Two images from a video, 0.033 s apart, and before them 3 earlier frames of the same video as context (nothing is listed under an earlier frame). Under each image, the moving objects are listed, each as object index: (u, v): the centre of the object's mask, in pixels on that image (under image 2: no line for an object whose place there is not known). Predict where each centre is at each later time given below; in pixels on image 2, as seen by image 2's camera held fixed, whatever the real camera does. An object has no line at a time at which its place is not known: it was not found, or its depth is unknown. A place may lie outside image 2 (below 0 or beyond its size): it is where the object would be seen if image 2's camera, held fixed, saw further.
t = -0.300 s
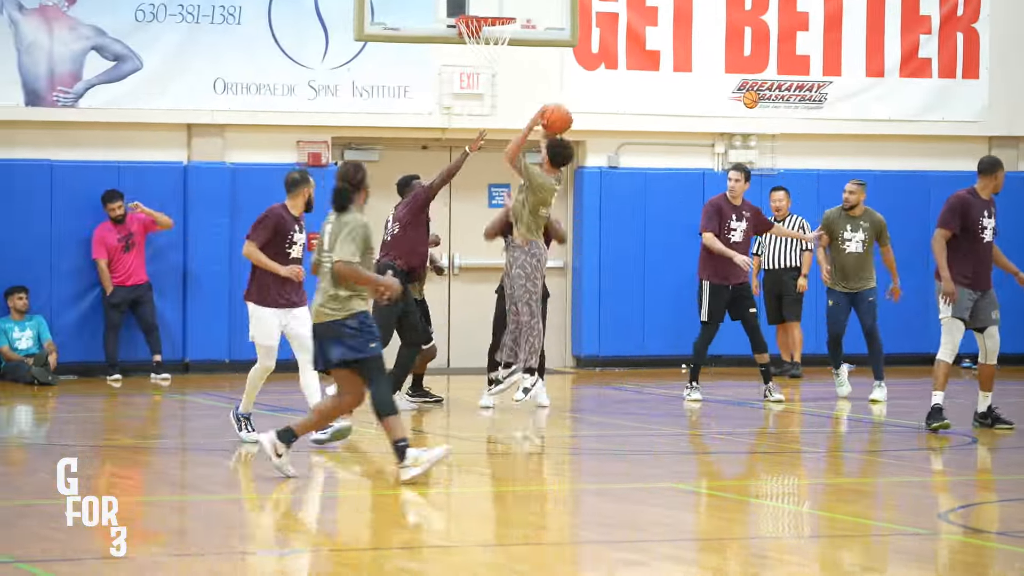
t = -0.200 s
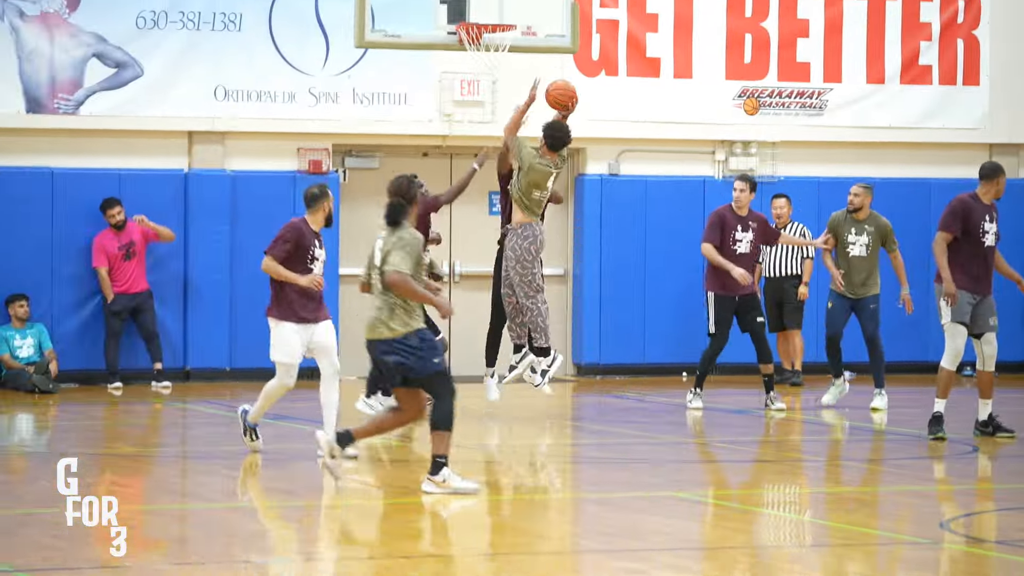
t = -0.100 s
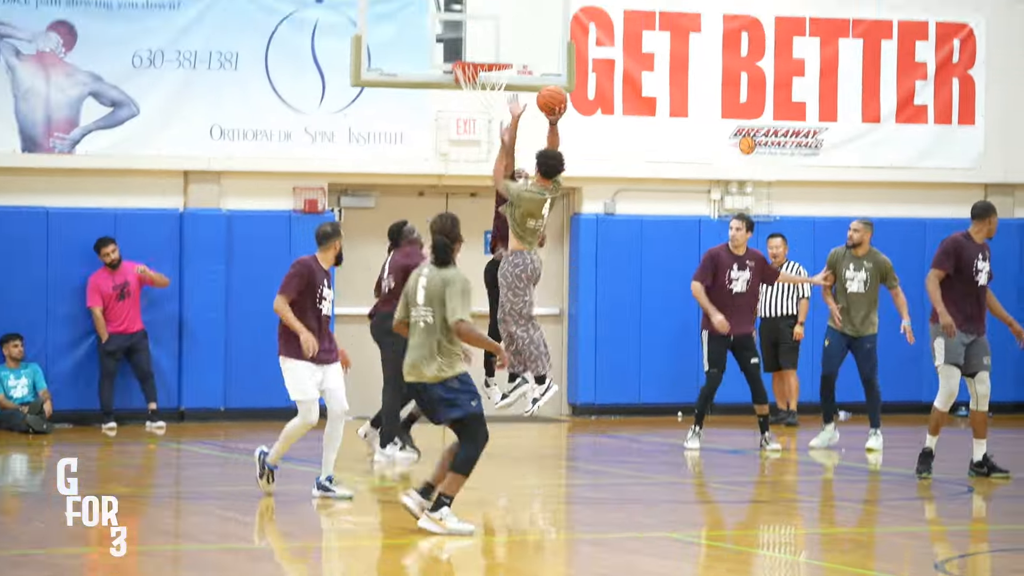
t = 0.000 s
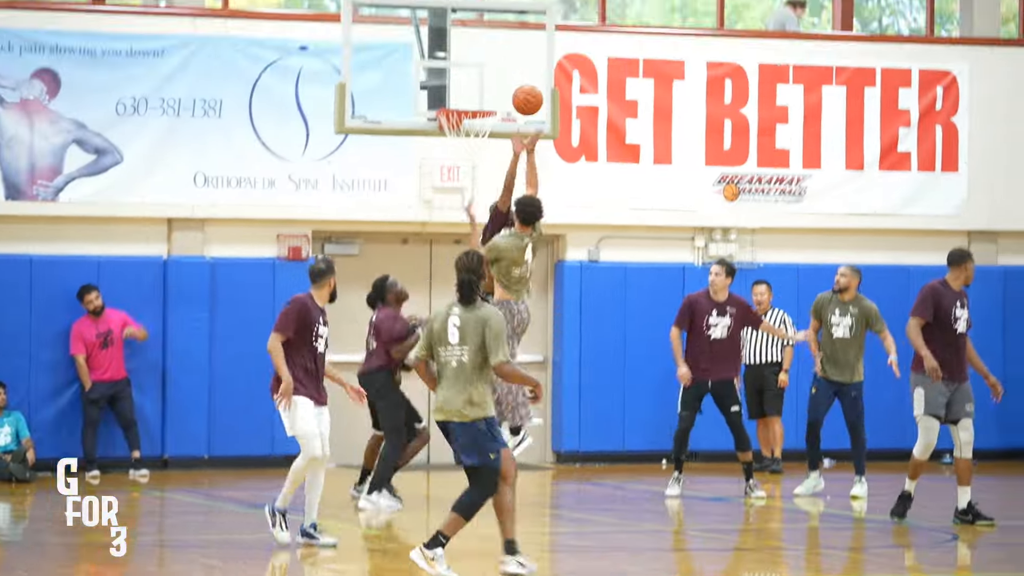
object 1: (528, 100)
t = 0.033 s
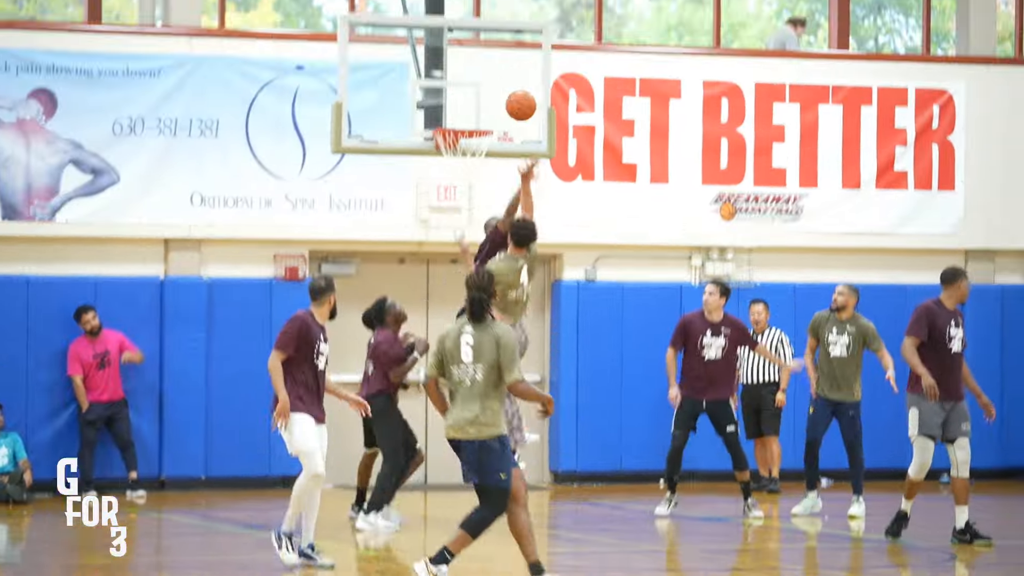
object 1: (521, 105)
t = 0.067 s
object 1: (516, 91)
